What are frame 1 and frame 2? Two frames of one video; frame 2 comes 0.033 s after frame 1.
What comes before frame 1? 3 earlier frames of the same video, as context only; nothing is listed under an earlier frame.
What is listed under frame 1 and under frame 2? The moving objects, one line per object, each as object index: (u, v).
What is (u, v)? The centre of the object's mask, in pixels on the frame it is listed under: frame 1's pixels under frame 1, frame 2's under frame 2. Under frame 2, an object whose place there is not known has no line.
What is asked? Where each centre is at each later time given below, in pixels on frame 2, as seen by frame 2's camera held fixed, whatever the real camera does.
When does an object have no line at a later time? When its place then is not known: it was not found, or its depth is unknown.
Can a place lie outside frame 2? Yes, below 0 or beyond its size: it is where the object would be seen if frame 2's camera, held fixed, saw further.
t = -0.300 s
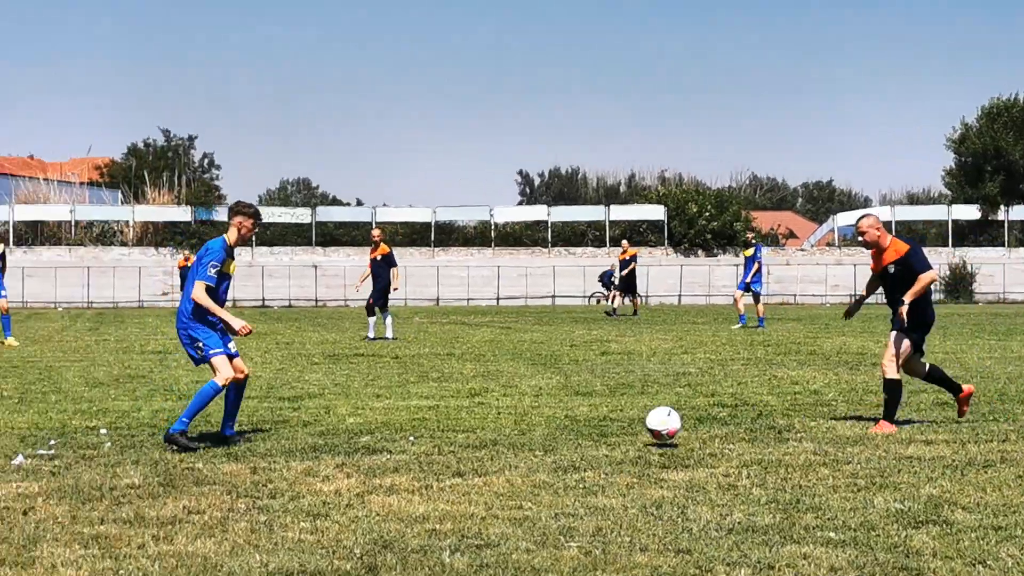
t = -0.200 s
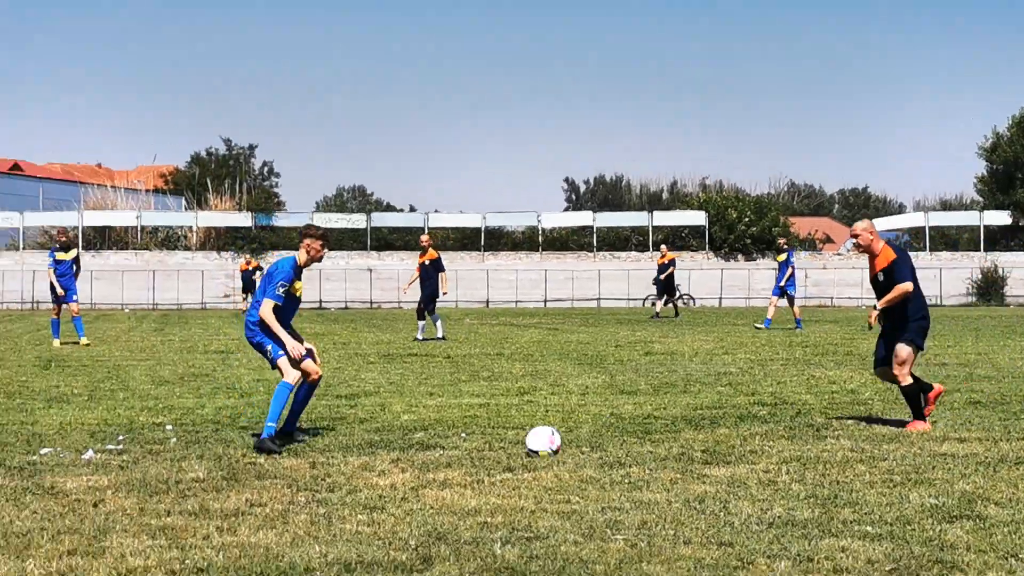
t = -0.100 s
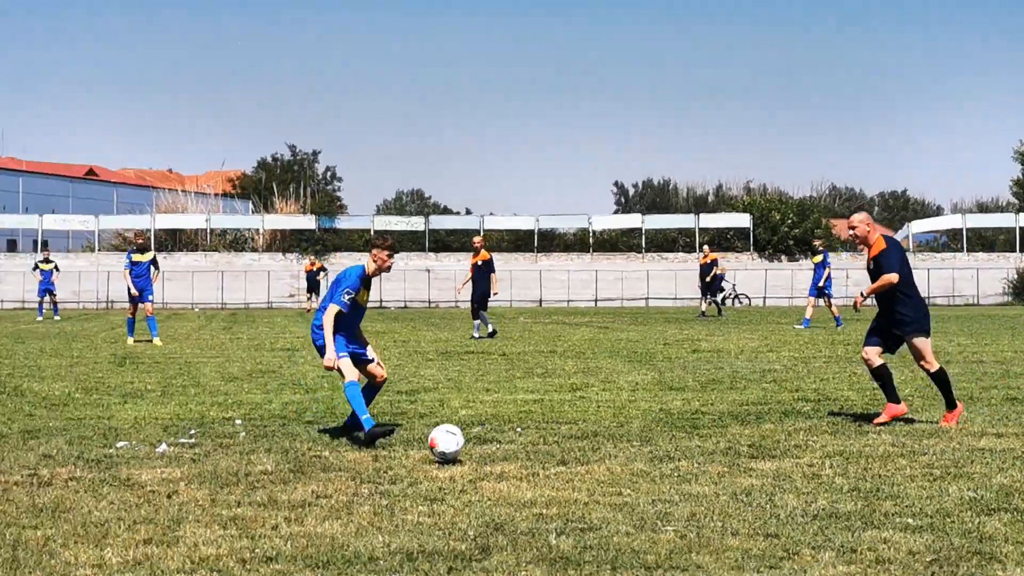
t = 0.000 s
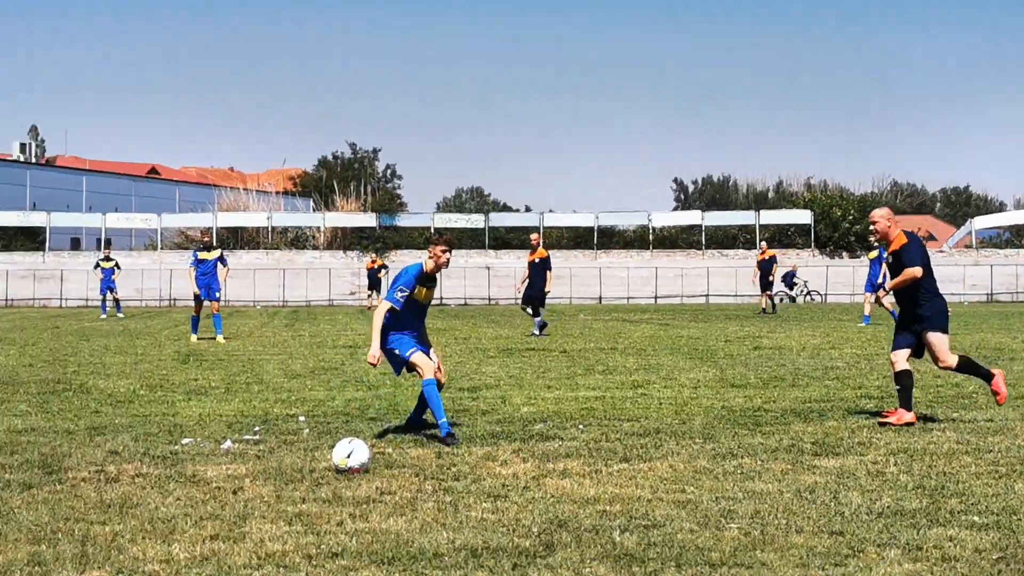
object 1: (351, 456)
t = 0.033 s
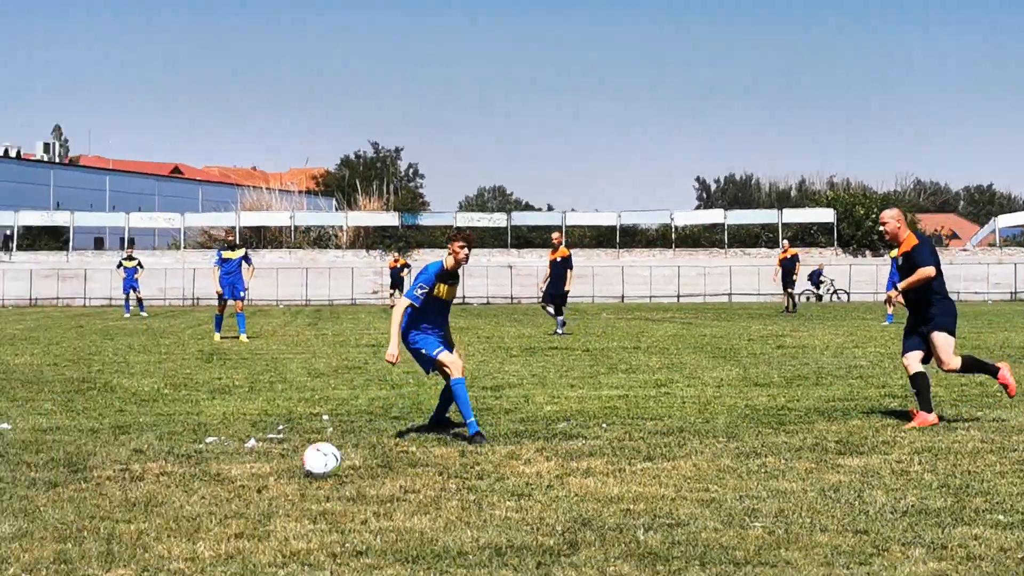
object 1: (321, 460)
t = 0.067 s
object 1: (277, 460)
